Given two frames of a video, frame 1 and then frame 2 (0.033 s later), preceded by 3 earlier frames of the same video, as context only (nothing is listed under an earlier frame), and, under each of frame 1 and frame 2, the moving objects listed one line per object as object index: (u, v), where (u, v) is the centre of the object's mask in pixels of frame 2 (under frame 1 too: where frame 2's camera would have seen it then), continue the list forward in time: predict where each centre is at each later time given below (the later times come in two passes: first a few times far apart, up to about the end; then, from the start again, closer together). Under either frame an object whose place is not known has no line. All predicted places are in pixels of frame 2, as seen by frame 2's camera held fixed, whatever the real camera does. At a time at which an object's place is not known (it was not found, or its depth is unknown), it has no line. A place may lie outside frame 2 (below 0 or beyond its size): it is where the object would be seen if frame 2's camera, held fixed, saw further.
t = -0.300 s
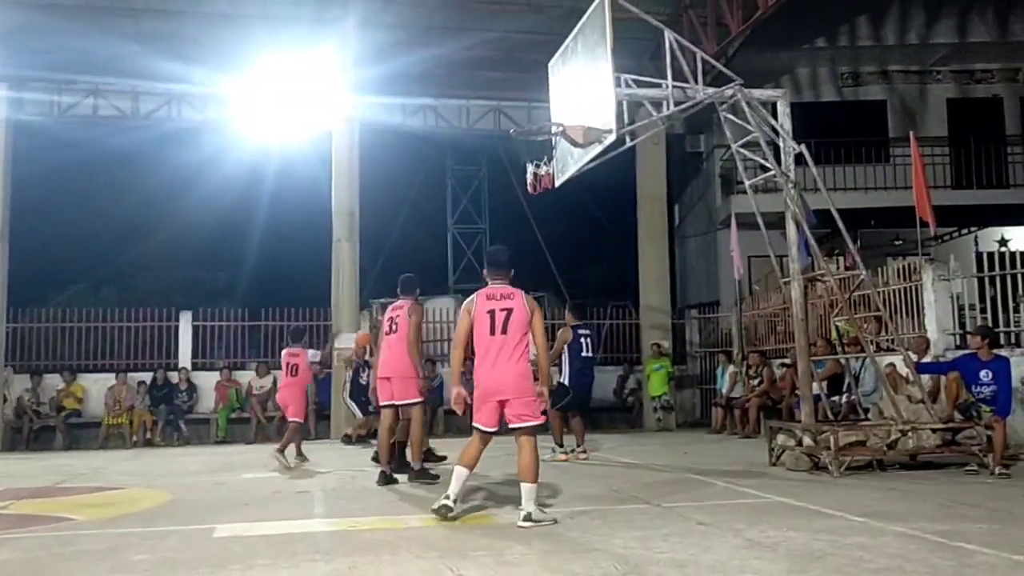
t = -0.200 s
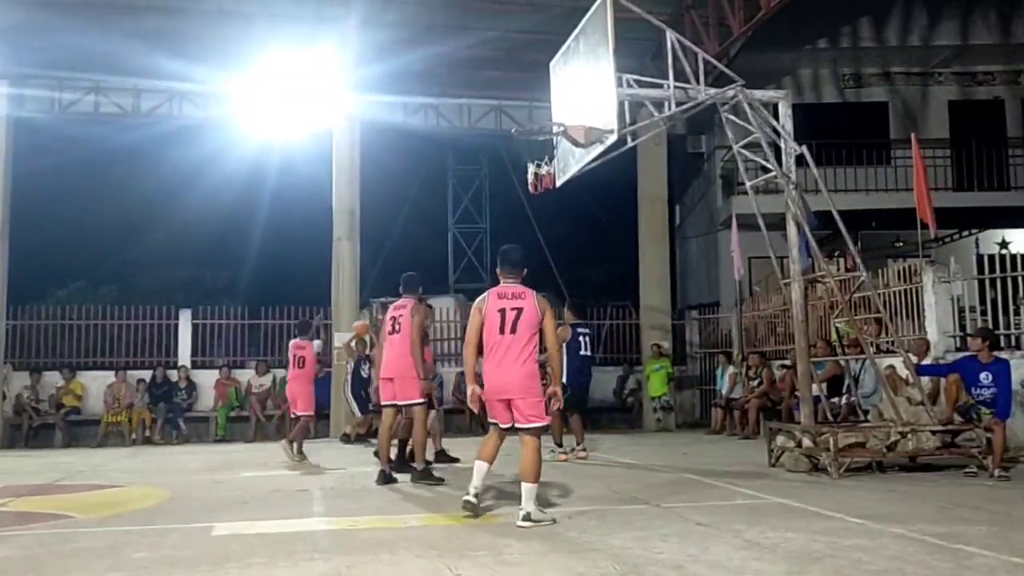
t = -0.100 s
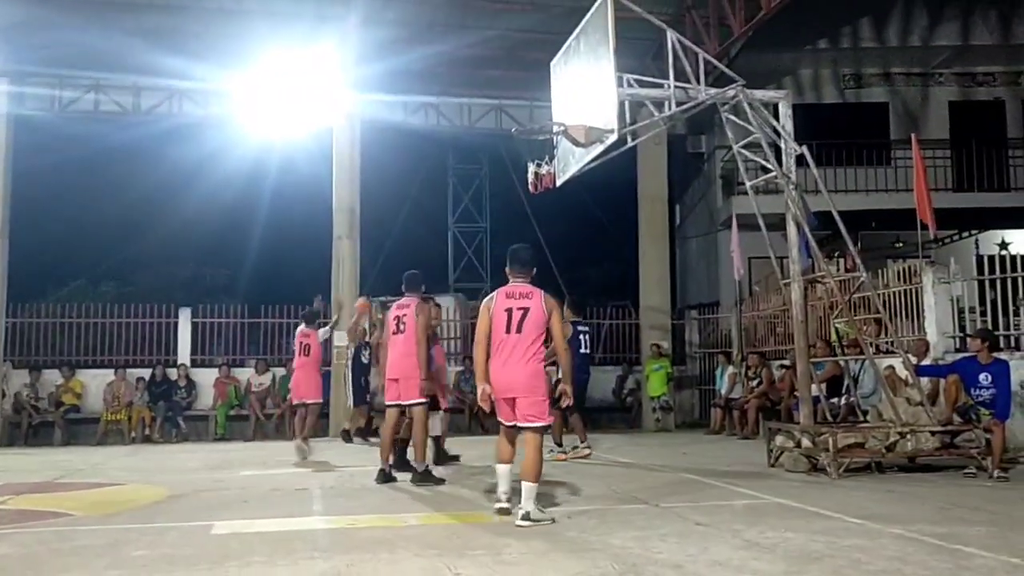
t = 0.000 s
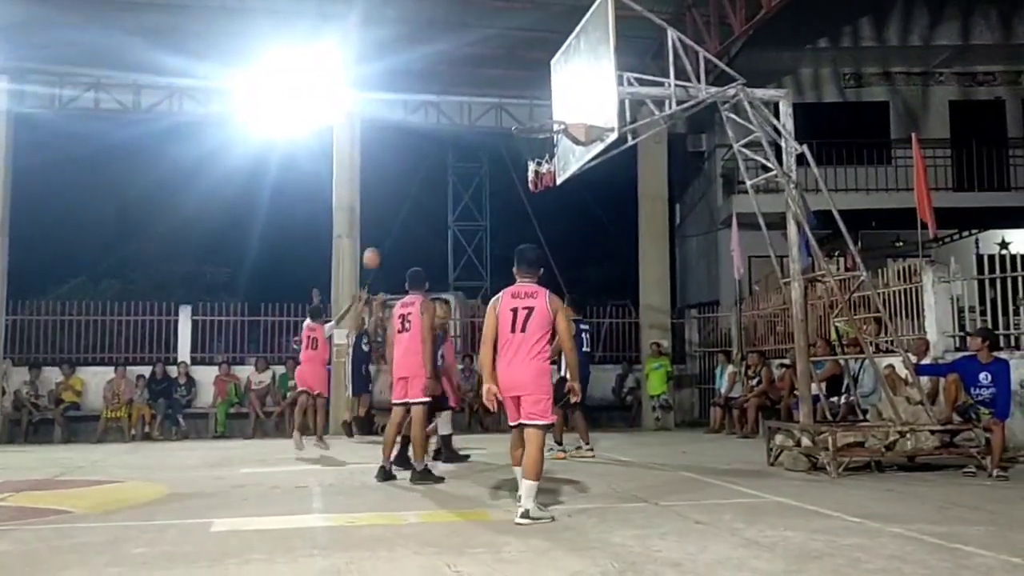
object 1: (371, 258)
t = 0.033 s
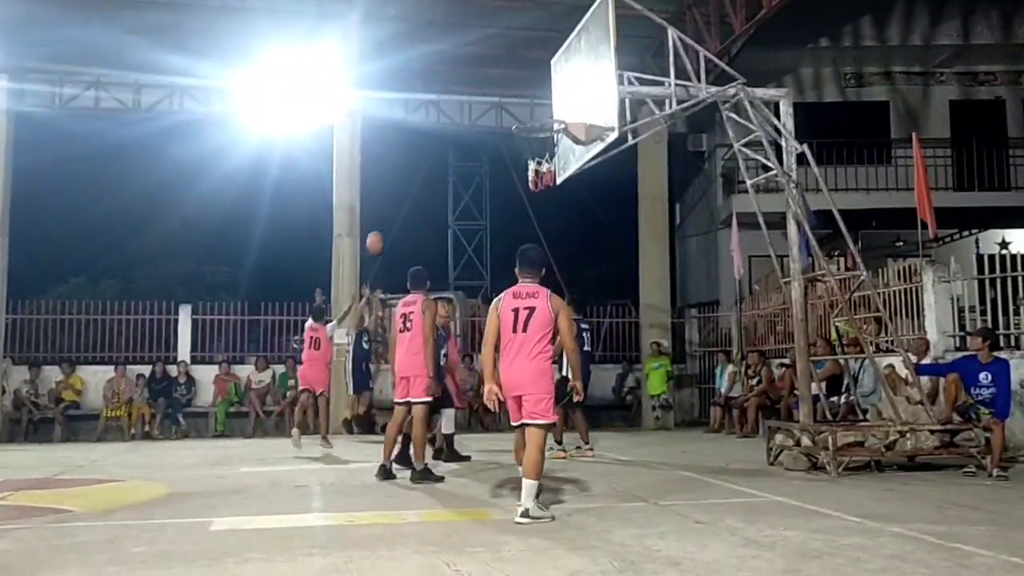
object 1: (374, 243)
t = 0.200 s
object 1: (392, 175)
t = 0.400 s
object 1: (414, 110)
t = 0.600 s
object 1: (442, 70)
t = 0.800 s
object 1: (472, 59)
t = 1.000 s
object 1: (512, 87)
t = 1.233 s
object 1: (551, 103)
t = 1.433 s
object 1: (583, 84)
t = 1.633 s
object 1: (621, 119)
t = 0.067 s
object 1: (377, 228)
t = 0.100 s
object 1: (381, 214)
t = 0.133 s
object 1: (384, 201)
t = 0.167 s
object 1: (388, 188)
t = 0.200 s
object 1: (392, 175)
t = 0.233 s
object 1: (395, 163)
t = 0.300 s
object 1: (403, 141)
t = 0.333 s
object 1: (406, 131)
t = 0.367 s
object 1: (410, 120)
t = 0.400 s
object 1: (414, 110)
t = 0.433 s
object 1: (419, 103)
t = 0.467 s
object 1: (422, 94)
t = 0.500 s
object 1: (427, 86)
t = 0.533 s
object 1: (431, 80)
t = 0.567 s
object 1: (438, 75)
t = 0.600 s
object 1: (442, 70)
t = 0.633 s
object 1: (446, 67)
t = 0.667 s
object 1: (451, 63)
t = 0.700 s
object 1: (456, 60)
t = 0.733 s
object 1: (461, 59)
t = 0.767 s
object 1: (467, 59)
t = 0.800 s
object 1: (472, 59)
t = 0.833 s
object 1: (479, 61)
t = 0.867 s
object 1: (485, 63)
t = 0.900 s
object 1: (491, 67)
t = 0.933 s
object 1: (497, 73)
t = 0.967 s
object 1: (504, 79)
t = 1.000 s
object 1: (512, 87)
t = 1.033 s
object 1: (519, 96)
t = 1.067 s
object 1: (526, 107)
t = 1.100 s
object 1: (534, 119)
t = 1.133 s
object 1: (538, 116)
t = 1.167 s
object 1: (542, 112)
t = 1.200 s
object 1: (546, 107)
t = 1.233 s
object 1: (551, 103)
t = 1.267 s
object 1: (556, 97)
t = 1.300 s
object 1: (560, 91)
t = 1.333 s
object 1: (567, 87)
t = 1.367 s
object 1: (572, 85)
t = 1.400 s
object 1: (577, 84)
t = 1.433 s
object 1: (583, 84)
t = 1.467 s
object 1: (589, 86)
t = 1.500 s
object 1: (596, 90)
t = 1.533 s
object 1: (602, 95)
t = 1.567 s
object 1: (609, 102)
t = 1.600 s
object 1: (616, 111)
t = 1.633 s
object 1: (621, 119)
